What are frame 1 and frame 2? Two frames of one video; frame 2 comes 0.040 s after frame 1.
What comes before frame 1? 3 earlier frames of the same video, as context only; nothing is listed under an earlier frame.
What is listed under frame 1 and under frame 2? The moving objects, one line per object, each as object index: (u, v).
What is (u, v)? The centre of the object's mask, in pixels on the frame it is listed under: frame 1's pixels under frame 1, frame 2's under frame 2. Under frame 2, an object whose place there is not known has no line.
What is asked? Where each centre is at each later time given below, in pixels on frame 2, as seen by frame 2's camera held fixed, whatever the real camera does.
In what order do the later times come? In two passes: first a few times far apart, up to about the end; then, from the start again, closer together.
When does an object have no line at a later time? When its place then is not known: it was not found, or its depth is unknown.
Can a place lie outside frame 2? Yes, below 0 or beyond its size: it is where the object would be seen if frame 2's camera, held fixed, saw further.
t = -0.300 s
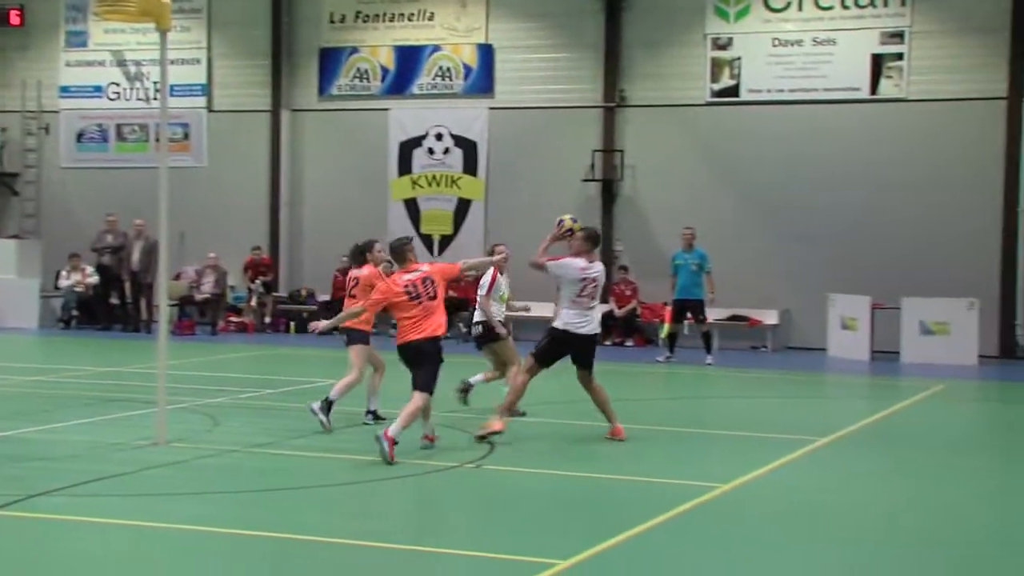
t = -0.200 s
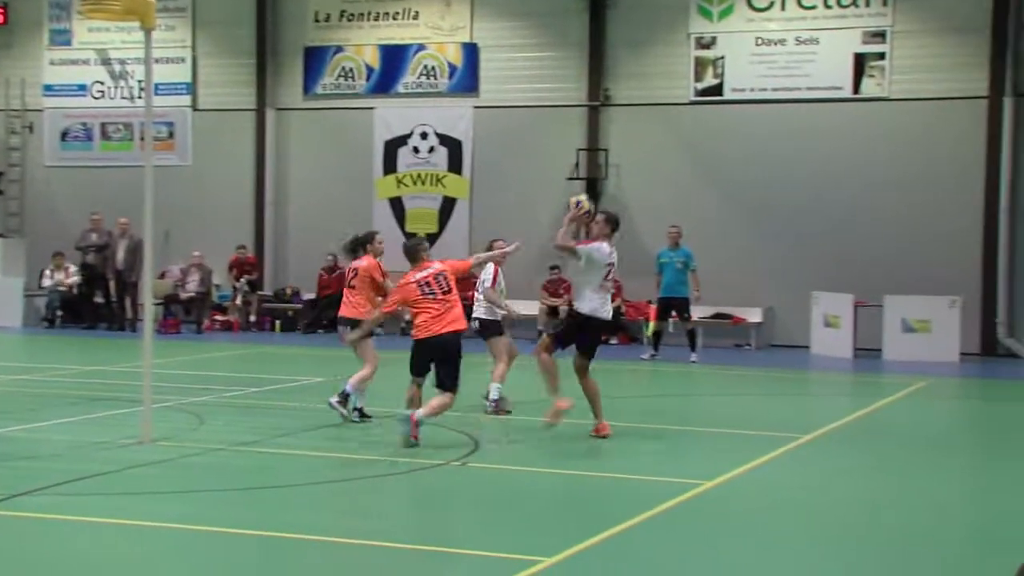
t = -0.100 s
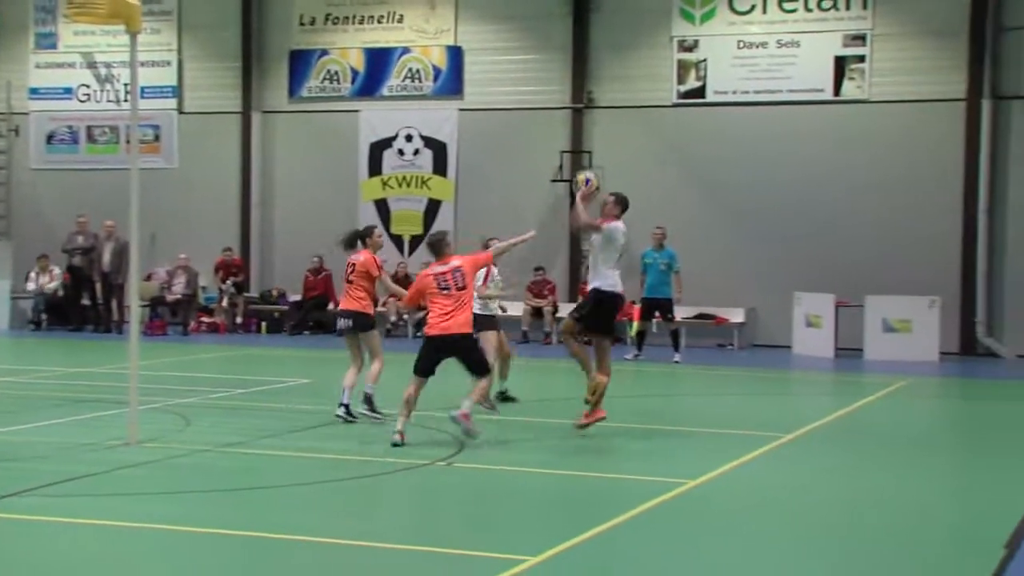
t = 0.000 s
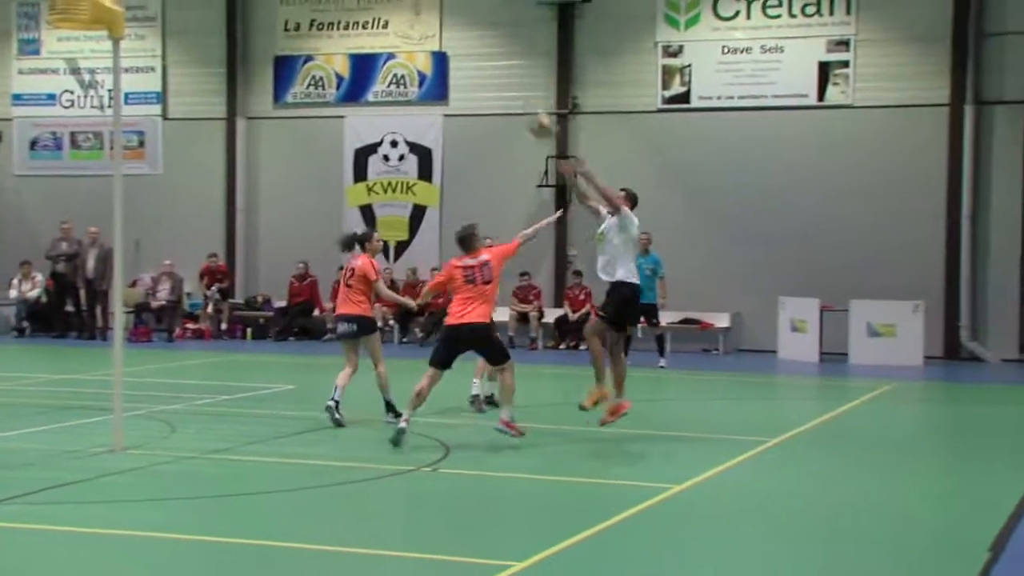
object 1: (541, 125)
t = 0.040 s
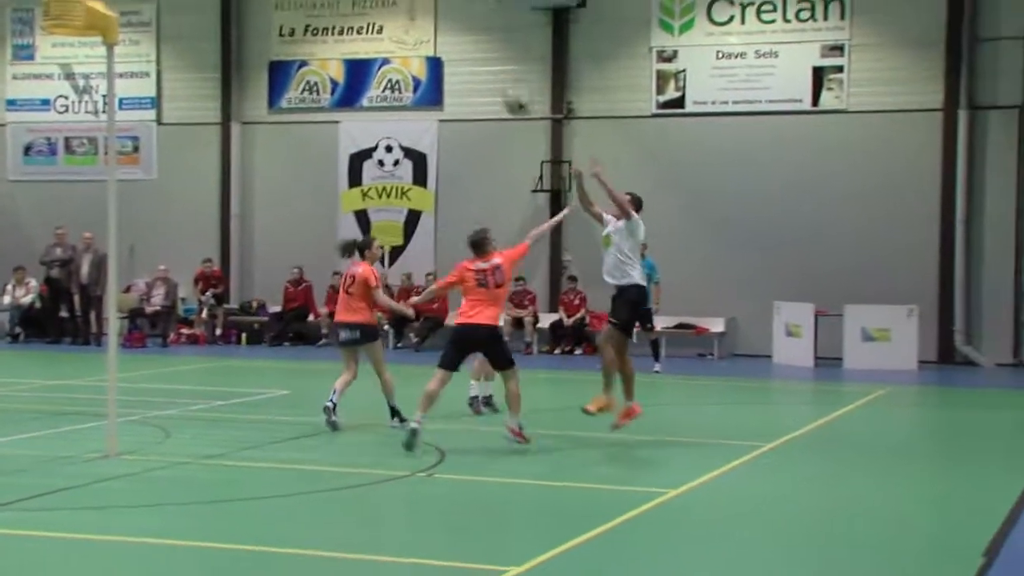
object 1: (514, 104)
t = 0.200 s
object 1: (440, 9)
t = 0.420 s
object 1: (331, -71)
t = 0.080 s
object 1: (498, 78)
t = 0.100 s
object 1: (489, 65)
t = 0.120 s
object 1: (479, 53)
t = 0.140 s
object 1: (468, 41)
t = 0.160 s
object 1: (457, 30)
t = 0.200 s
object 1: (440, 9)
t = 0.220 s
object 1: (427, -1)
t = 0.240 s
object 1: (419, -9)
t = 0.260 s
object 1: (409, -18)
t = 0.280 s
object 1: (400, -27)
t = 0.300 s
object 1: (389, -33)
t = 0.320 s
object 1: (379, -40)
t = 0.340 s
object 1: (370, -47)
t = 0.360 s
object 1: (360, -54)
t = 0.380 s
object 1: (350, -59)
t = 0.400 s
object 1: (340, -65)
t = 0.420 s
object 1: (331, -71)
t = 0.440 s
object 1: (322, -73)
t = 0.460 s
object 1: (311, -78)
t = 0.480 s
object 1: (300, -81)
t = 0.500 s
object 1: (291, -83)
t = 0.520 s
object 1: (281, -86)
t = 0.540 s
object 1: (272, -88)
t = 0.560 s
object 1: (261, -91)
